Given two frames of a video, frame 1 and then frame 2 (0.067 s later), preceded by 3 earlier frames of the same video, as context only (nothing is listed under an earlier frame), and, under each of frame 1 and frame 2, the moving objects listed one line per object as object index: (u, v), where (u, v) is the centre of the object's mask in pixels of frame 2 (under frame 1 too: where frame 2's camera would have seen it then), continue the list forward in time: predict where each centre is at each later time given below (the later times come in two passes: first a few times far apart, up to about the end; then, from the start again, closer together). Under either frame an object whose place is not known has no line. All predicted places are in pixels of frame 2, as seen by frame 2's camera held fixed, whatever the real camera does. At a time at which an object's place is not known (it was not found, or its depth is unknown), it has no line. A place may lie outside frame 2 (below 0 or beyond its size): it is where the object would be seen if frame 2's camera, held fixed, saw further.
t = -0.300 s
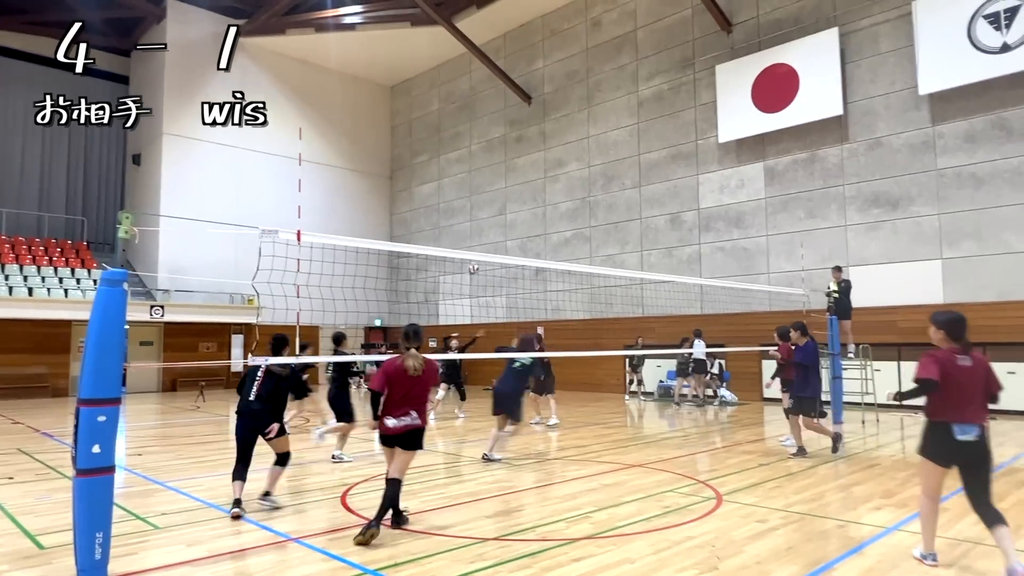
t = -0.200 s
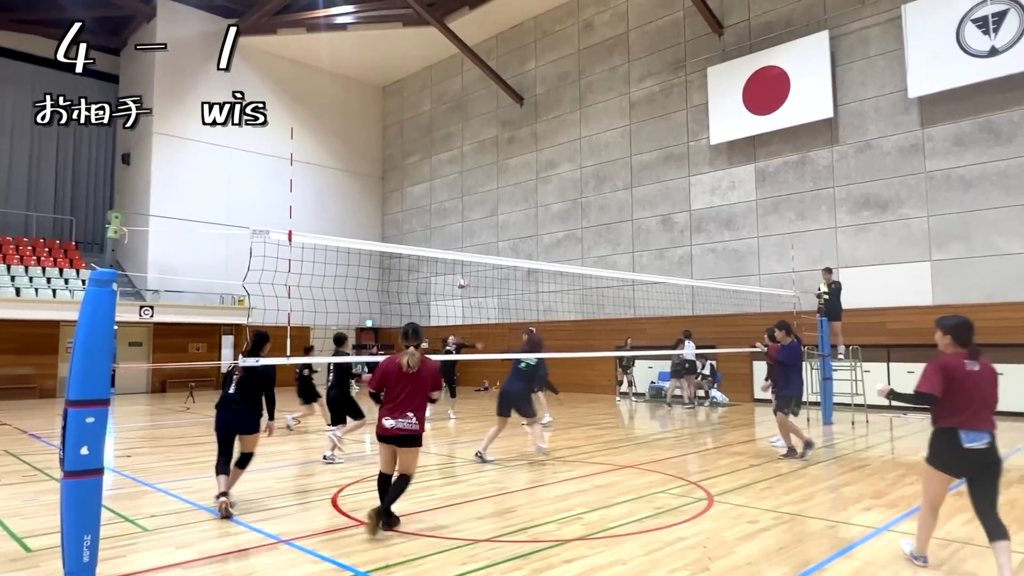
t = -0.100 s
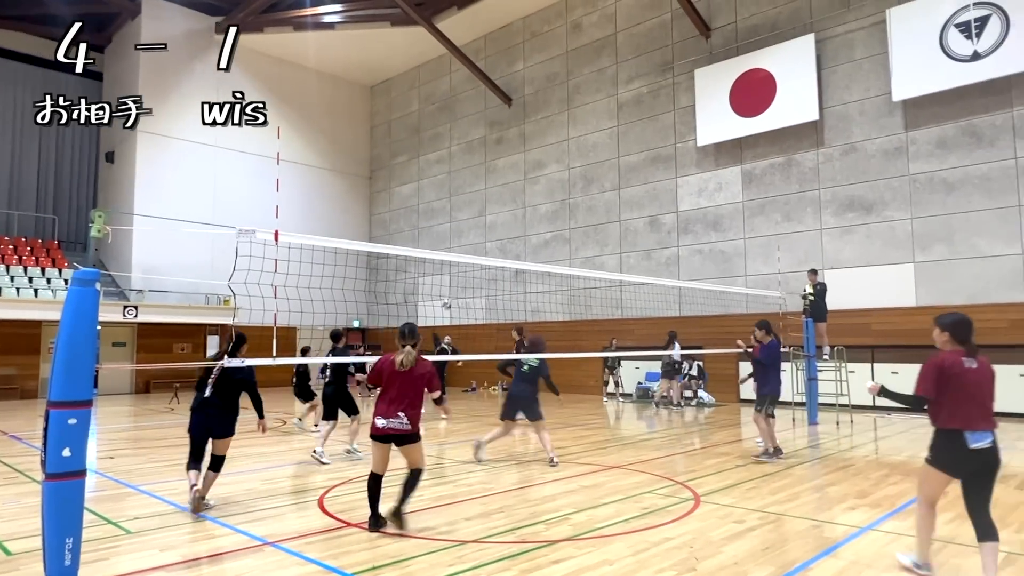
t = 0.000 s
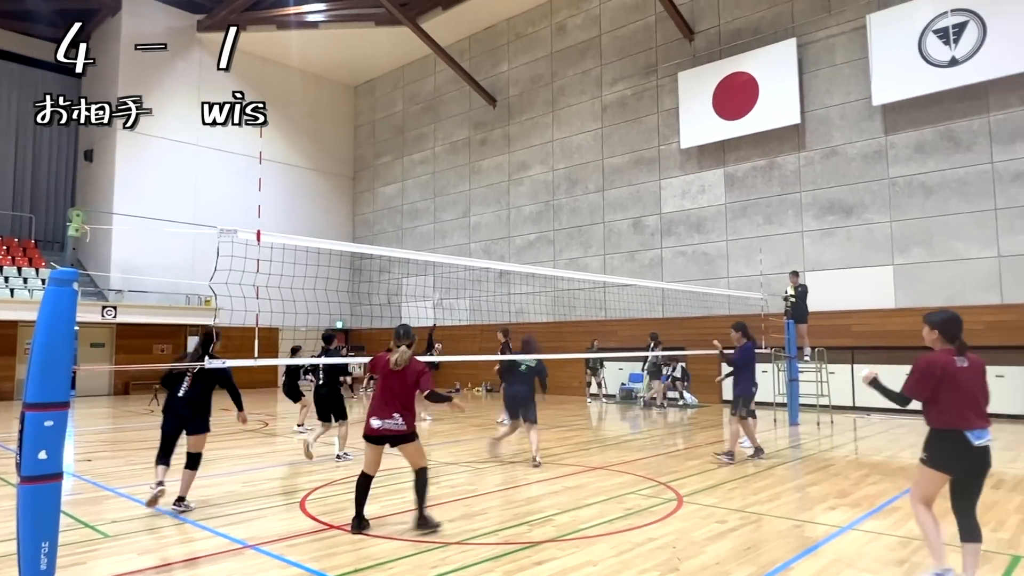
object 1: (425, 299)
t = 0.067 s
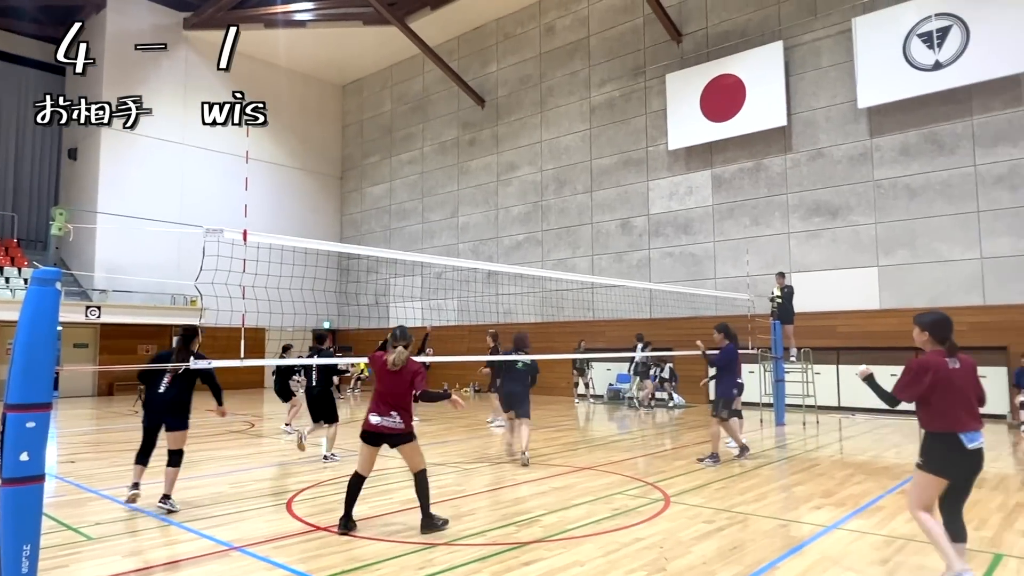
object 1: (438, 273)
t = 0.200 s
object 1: (465, 210)
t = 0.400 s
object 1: (509, 132)
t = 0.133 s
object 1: (451, 239)
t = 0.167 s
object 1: (458, 224)
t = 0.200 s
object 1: (465, 210)
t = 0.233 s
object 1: (473, 197)
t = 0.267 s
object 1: (480, 184)
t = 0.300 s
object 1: (487, 169)
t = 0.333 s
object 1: (494, 156)
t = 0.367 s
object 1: (502, 144)
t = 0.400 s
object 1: (509, 132)
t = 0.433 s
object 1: (517, 121)
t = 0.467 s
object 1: (525, 109)
